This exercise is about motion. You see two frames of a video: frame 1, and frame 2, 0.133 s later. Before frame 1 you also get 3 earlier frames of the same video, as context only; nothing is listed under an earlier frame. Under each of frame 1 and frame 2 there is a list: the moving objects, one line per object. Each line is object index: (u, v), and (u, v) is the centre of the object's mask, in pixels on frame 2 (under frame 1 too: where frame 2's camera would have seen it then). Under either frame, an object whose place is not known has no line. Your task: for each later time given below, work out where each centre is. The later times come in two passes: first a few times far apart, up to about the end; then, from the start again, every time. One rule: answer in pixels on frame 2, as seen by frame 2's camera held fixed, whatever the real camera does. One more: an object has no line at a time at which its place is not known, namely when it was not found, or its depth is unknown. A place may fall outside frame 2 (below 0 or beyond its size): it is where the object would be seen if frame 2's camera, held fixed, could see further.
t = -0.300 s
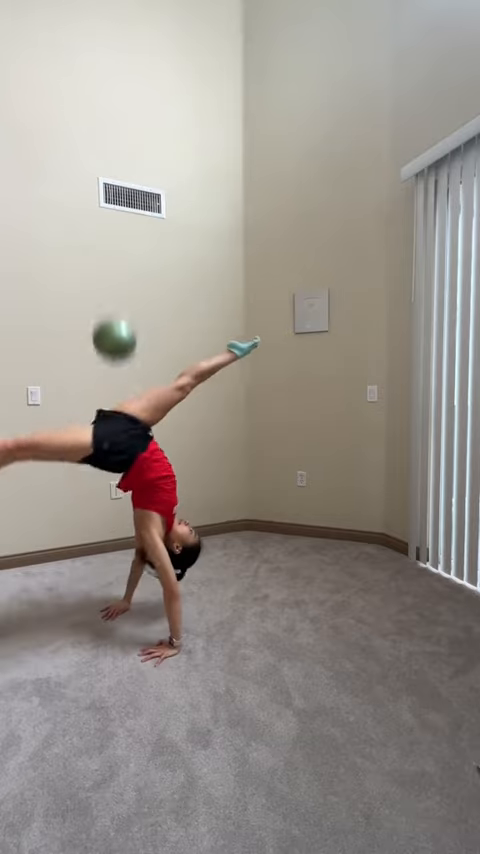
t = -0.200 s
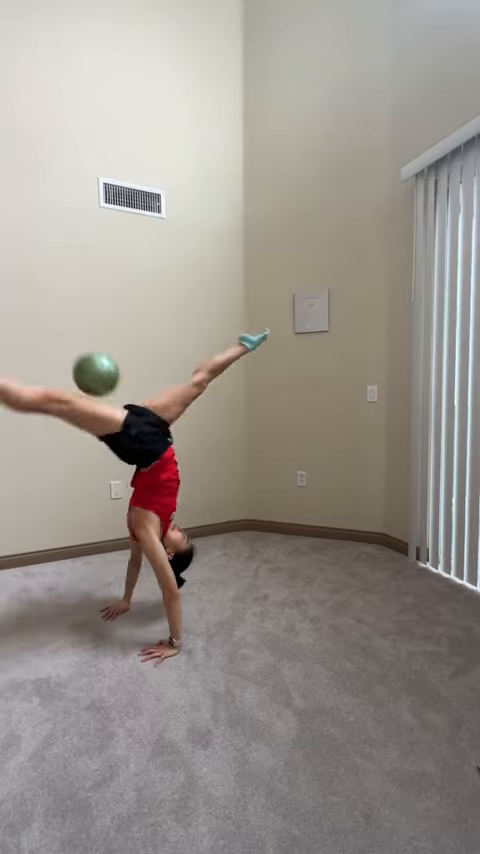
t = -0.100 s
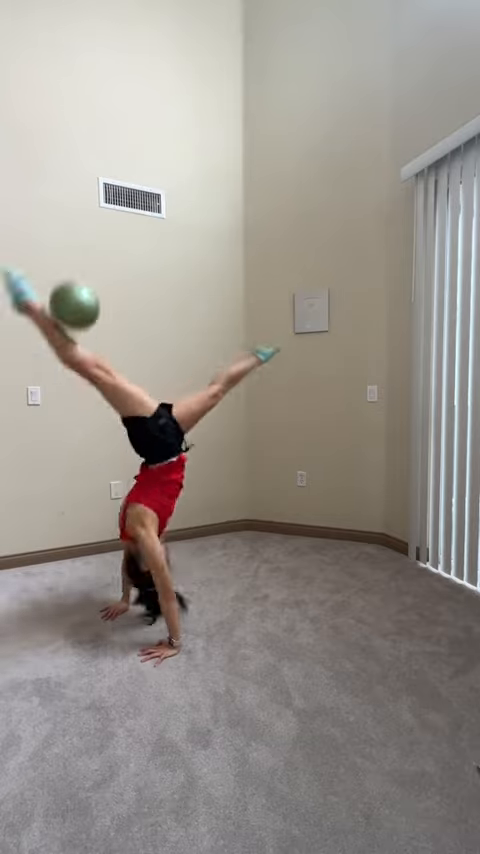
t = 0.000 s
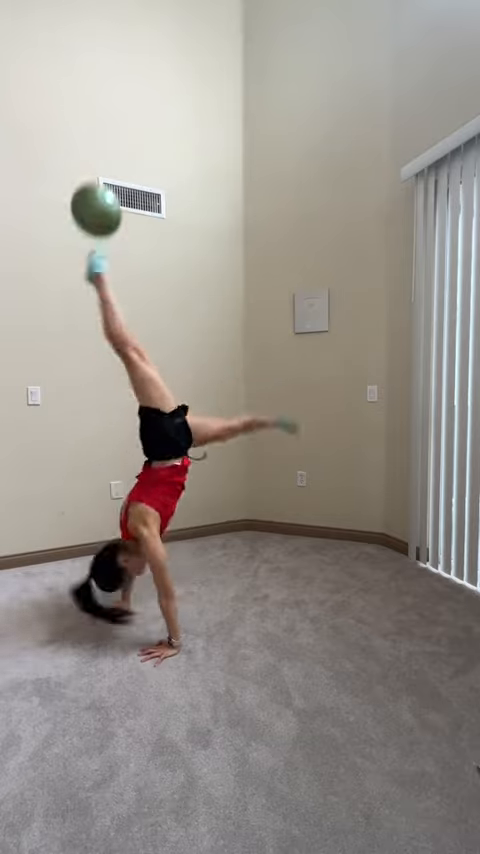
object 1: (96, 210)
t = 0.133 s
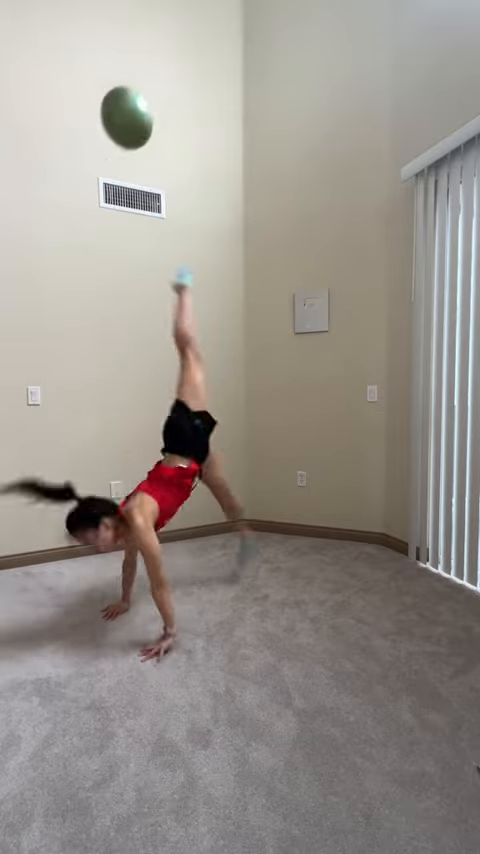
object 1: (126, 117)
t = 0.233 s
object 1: (151, 76)
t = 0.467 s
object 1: (212, 90)
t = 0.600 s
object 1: (249, 166)
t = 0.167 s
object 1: (135, 101)
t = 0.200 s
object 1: (143, 88)
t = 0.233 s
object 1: (151, 76)
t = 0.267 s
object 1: (159, 69)
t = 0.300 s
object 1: (168, 65)
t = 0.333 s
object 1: (176, 64)
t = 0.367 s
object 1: (185, 65)
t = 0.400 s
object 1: (194, 70)
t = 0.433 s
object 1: (203, 78)
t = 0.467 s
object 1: (212, 90)
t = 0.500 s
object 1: (221, 104)
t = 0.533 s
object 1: (230, 122)
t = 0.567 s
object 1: (240, 142)
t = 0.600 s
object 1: (249, 166)
